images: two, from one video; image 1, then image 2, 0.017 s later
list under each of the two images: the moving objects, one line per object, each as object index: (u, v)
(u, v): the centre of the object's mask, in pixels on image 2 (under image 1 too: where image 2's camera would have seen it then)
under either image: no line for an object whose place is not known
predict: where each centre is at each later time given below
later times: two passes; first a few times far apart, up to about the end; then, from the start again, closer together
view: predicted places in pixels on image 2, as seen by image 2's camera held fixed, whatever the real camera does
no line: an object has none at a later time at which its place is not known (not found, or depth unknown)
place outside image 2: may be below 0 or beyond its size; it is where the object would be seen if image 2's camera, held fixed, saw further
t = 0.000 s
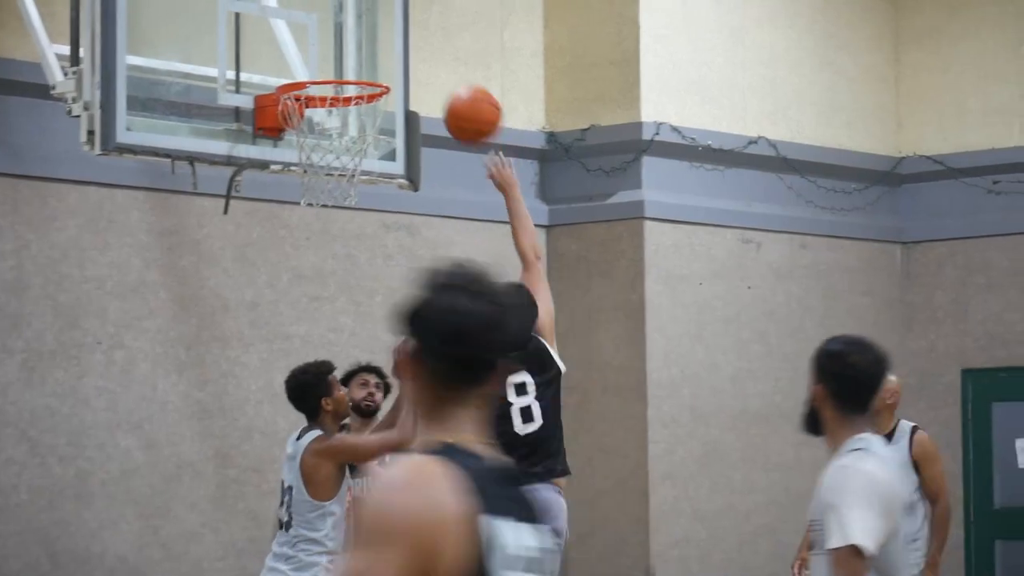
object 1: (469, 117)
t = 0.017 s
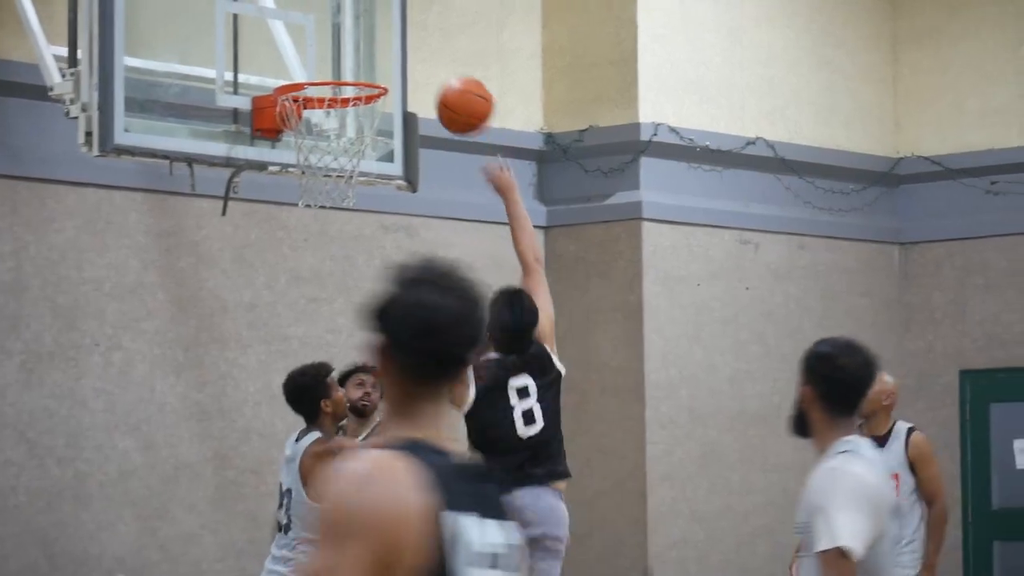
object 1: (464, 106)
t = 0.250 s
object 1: (384, 32)
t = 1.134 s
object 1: (355, 125)
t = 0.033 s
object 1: (459, 95)
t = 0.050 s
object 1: (452, 87)
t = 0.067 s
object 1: (447, 79)
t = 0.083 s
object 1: (441, 70)
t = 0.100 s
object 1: (436, 64)
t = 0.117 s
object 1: (430, 58)
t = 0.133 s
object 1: (424, 53)
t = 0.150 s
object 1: (418, 48)
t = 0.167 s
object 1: (412, 44)
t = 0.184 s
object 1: (406, 40)
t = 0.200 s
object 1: (400, 38)
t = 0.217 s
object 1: (394, 35)
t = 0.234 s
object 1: (389, 34)
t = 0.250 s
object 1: (384, 32)
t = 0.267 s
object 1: (379, 32)
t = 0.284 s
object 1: (373, 32)
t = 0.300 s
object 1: (367, 33)
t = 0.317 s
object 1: (362, 35)
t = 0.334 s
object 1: (356, 38)
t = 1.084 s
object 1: (355, 125)
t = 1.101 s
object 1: (355, 124)
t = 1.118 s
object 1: (354, 125)
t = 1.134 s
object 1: (355, 125)
